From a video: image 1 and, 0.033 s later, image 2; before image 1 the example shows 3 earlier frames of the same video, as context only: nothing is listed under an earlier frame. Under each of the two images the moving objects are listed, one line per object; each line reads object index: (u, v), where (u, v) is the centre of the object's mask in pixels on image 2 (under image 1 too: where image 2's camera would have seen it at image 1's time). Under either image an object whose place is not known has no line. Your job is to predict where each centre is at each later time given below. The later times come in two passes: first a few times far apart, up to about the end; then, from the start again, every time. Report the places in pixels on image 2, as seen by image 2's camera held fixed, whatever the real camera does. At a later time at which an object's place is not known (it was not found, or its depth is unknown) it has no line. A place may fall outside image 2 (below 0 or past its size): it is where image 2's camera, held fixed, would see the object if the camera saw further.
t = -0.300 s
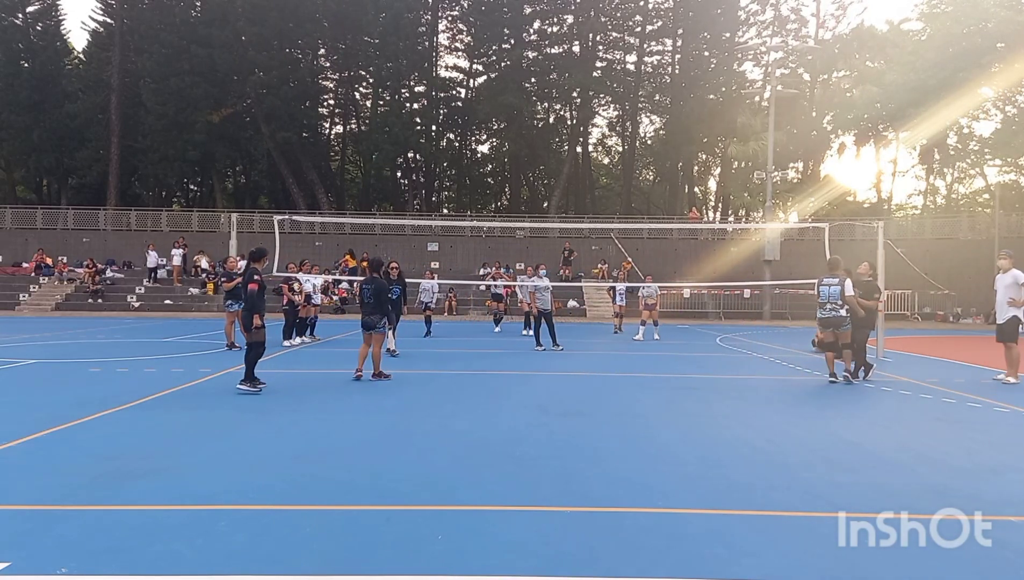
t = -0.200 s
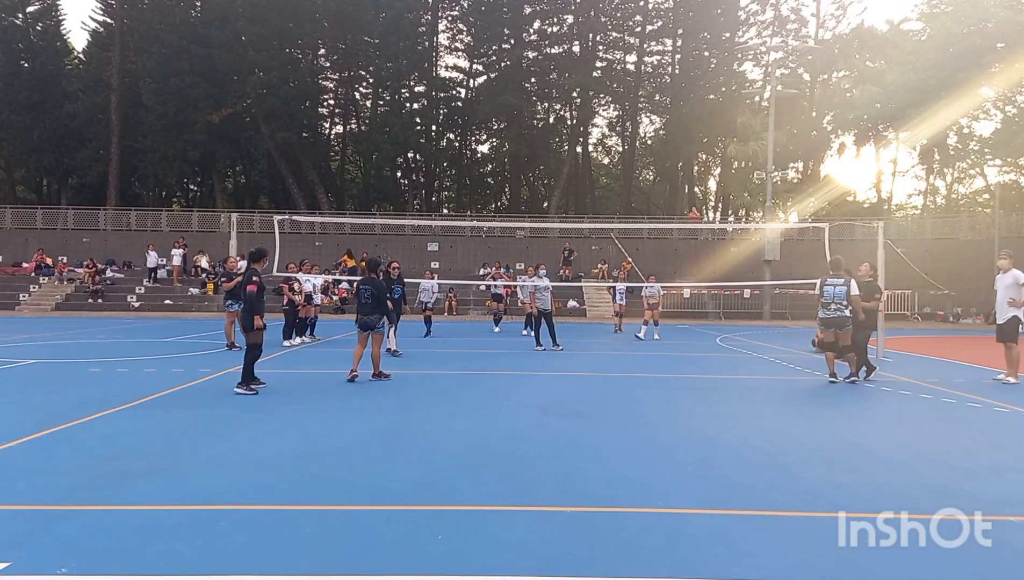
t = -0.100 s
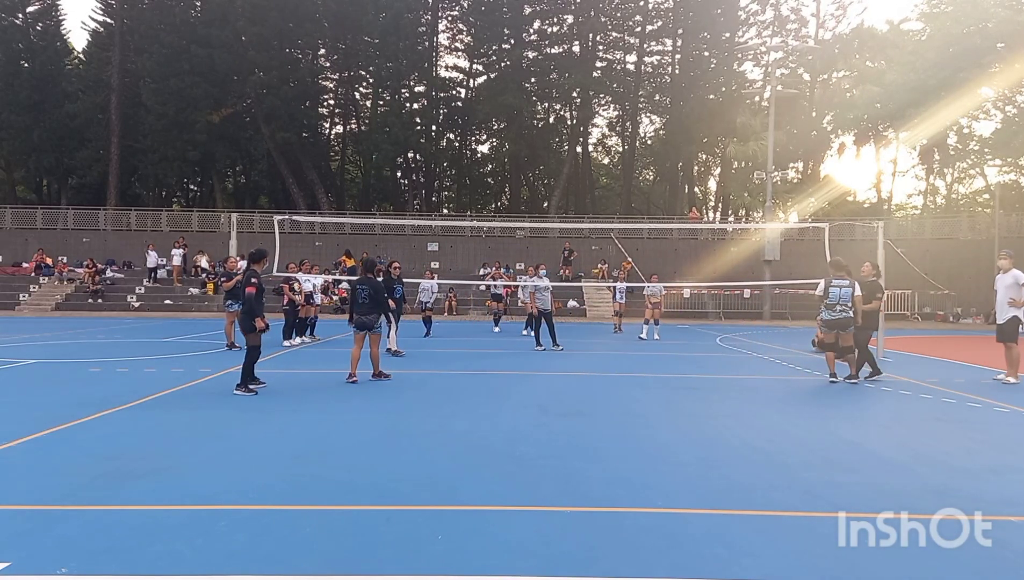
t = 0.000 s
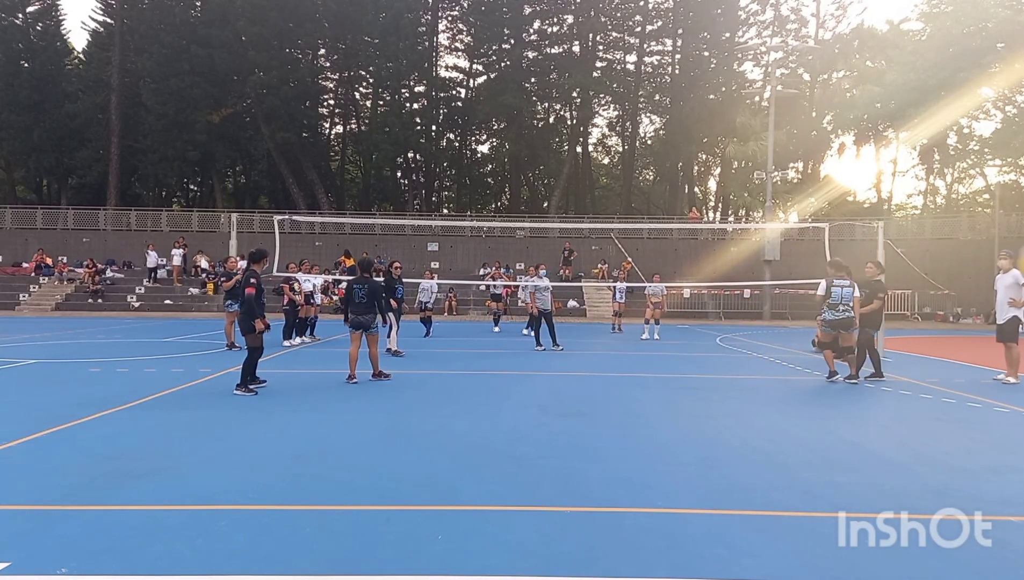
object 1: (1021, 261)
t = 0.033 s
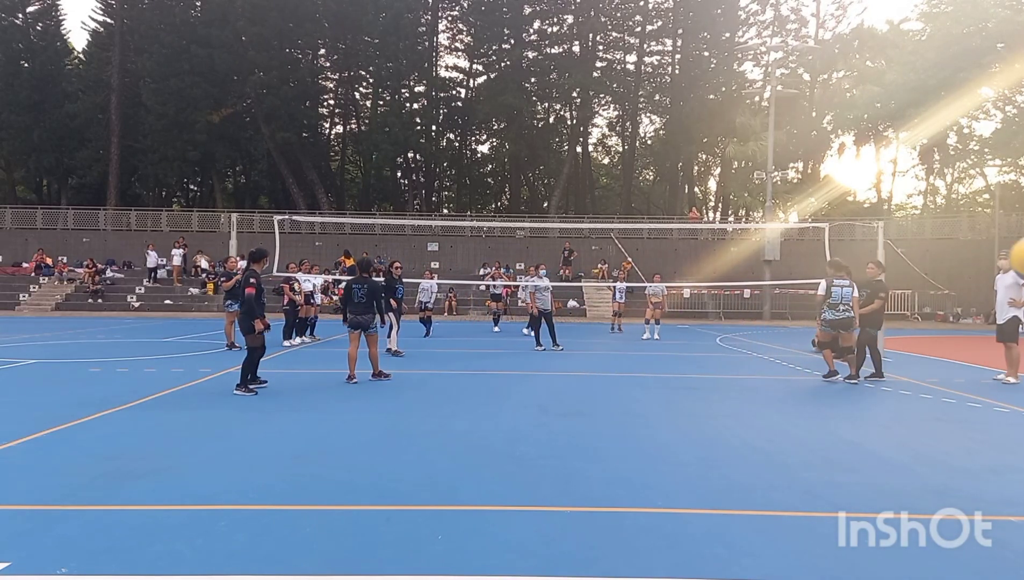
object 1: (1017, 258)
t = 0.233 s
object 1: (991, 293)
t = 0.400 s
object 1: (947, 401)
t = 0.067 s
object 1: (1015, 257)
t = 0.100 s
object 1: (1011, 259)
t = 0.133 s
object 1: (1008, 264)
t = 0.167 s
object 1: (1003, 270)
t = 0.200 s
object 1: (998, 280)
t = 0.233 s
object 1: (991, 293)
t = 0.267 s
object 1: (982, 308)
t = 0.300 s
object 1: (974, 327)
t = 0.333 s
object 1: (967, 347)
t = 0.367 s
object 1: (957, 372)
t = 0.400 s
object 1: (947, 401)
